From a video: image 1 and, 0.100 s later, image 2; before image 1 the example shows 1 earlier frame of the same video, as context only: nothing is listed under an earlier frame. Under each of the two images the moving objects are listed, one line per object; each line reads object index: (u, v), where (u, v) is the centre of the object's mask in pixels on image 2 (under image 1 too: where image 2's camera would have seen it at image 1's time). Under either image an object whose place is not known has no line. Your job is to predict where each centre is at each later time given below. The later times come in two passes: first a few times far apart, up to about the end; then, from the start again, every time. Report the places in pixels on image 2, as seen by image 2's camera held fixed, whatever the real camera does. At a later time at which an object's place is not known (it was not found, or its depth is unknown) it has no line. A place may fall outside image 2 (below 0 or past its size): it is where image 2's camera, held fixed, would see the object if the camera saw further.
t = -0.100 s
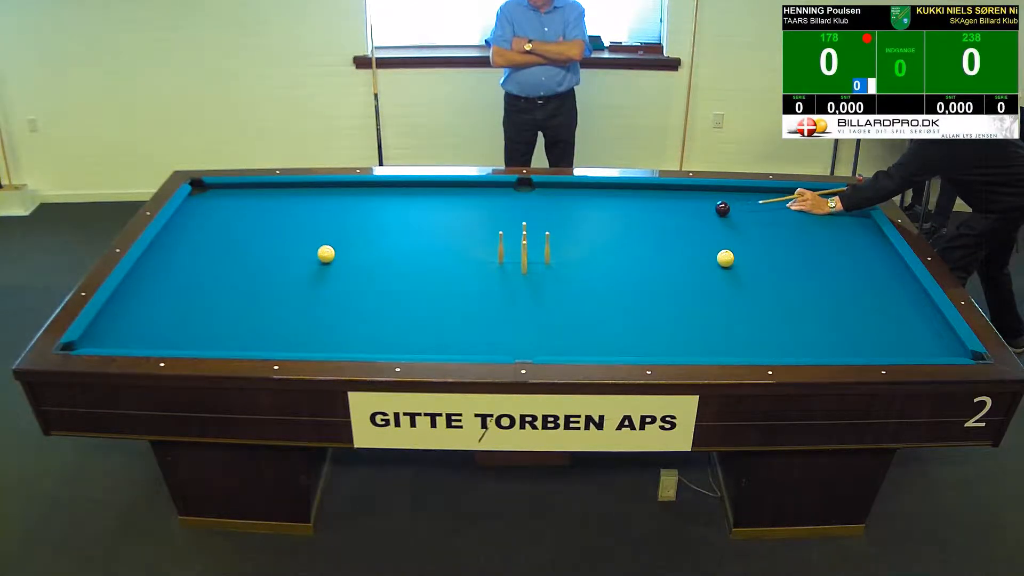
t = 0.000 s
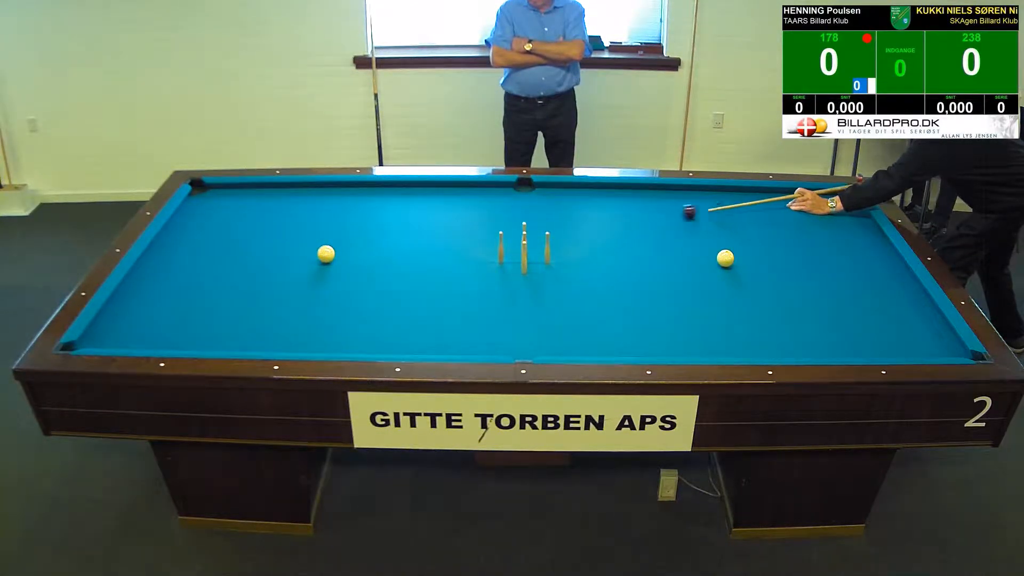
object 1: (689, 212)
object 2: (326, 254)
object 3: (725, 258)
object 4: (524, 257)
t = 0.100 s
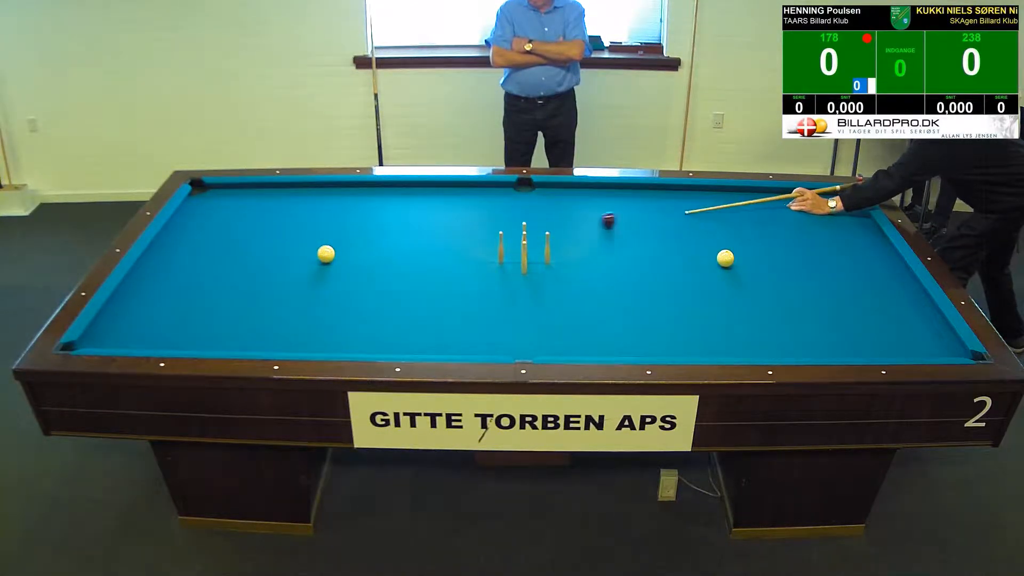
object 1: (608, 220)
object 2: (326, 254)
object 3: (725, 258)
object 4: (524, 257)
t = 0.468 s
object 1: (338, 248)
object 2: (314, 257)
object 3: (725, 258)
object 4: (524, 257)
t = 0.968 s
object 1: (223, 226)
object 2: (108, 329)
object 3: (725, 258)
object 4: (524, 257)
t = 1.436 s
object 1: (222, 209)
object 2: (210, 331)
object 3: (725, 258)
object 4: (524, 257)
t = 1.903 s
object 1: (302, 191)
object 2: (319, 307)
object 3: (725, 258)
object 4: (524, 258)
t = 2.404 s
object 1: (366, 190)
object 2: (428, 285)
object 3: (725, 258)
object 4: (524, 258)
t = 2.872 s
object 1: (419, 200)
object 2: (519, 266)
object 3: (725, 258)
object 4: (531, 257)
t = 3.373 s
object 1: (475, 210)
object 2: (599, 249)
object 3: (725, 258)
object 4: (634, 260)
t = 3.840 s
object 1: (528, 220)
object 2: (665, 237)
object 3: (725, 258)
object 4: (679, 277)
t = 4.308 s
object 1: (580, 231)
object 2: (723, 225)
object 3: (725, 258)
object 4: (684, 298)
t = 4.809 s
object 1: (634, 242)
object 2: (778, 215)
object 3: (725, 258)
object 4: (659, 313)
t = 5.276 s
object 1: (683, 252)
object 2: (824, 206)
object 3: (725, 258)
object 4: (628, 315)
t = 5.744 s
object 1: (713, 260)
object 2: (845, 198)
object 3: (741, 260)
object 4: (606, 313)
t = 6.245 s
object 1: (723, 265)
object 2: (816, 194)
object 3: (771, 263)
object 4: (592, 309)
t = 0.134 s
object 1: (581, 223)
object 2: (326, 254)
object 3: (725, 258)
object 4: (524, 257)
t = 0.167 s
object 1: (553, 226)
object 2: (326, 254)
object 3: (725, 258)
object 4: (524, 257)
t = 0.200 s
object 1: (528, 228)
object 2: (326, 254)
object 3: (725, 258)
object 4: (524, 257)
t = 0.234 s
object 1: (500, 231)
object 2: (326, 254)
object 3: (725, 258)
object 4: (524, 257)
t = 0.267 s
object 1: (474, 234)
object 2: (326, 254)
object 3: (725, 258)
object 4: (524, 257)
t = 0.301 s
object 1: (449, 238)
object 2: (326, 254)
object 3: (725, 258)
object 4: (524, 257)
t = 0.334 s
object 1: (424, 240)
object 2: (326, 254)
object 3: (725, 258)
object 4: (524, 257)
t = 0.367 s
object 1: (398, 243)
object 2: (326, 254)
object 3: (725, 258)
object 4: (524, 257)
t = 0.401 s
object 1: (374, 246)
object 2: (326, 254)
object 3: (725, 258)
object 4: (524, 257)
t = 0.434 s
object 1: (351, 249)
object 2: (326, 254)
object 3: (725, 258)
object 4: (524, 257)
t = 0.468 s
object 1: (338, 248)
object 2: (314, 257)
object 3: (725, 258)
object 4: (524, 257)
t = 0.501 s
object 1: (333, 246)
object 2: (296, 263)
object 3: (725, 258)
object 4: (524, 257)
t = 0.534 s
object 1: (327, 244)
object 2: (277, 268)
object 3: (725, 258)
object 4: (524, 257)
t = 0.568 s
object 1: (321, 242)
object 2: (258, 274)
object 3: (725, 258)
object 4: (524, 257)
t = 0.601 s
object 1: (314, 240)
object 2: (241, 279)
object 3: (725, 258)
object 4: (524, 257)
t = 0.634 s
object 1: (307, 238)
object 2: (223, 284)
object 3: (725, 258)
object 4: (524, 257)
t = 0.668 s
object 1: (299, 237)
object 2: (206, 290)
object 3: (725, 258)
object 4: (524, 257)
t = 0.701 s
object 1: (290, 235)
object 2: (190, 294)
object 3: (725, 258)
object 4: (524, 257)
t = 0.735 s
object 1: (282, 234)
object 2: (173, 299)
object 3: (725, 258)
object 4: (524, 257)
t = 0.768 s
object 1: (273, 233)
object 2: (158, 304)
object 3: (725, 258)
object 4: (524, 257)
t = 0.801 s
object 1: (265, 232)
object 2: (142, 309)
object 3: (725, 258)
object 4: (524, 257)
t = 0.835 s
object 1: (256, 231)
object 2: (128, 313)
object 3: (725, 258)
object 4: (524, 257)
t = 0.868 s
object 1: (248, 230)
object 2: (113, 318)
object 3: (725, 258)
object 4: (524, 257)
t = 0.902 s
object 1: (240, 229)
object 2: (98, 322)
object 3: (725, 258)
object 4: (524, 258)
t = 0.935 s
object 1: (231, 227)
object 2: (101, 326)
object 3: (725, 258)
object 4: (524, 257)
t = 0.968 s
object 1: (223, 226)
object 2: (108, 329)
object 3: (725, 258)
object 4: (524, 257)
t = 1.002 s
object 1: (215, 225)
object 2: (115, 332)
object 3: (725, 258)
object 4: (524, 257)
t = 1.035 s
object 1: (207, 224)
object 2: (121, 335)
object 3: (725, 258)
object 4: (524, 257)
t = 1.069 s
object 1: (199, 223)
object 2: (127, 338)
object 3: (725, 258)
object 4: (524, 257)
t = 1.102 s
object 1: (192, 222)
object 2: (132, 341)
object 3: (725, 258)
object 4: (524, 257)
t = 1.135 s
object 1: (184, 221)
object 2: (137, 343)
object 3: (725, 258)
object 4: (524, 257)
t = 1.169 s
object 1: (177, 221)
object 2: (144, 344)
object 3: (725, 258)
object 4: (524, 258)
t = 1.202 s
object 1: (177, 219)
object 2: (153, 342)
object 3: (725, 258)
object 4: (524, 257)
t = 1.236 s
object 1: (185, 218)
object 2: (161, 341)
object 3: (725, 258)
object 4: (524, 257)
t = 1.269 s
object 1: (192, 216)
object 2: (169, 339)
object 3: (725, 258)
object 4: (524, 257)
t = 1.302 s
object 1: (199, 215)
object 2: (177, 338)
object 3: (725, 258)
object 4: (524, 257)
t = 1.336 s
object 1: (205, 213)
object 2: (185, 336)
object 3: (725, 258)
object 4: (524, 257)
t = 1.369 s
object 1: (211, 212)
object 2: (193, 335)
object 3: (725, 258)
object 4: (524, 257)
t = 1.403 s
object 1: (217, 210)
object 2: (202, 333)
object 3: (725, 258)
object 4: (524, 257)
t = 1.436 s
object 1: (222, 209)
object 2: (210, 331)
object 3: (725, 258)
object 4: (524, 257)
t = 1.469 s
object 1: (228, 208)
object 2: (217, 330)
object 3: (725, 258)
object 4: (524, 257)
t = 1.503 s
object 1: (234, 207)
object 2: (226, 328)
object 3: (725, 258)
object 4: (524, 257)
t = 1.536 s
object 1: (240, 205)
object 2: (234, 326)
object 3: (725, 258)
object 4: (524, 257)
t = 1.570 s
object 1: (246, 204)
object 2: (241, 324)
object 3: (725, 258)
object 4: (524, 257)
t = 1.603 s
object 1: (252, 203)
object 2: (250, 322)
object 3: (725, 258)
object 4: (524, 257)
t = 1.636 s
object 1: (257, 201)
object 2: (257, 321)
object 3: (725, 258)
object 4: (524, 257)
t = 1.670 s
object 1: (263, 200)
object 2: (265, 319)
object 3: (725, 258)
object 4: (524, 257)
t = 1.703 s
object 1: (268, 199)
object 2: (273, 317)
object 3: (725, 258)
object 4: (524, 257)
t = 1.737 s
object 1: (274, 197)
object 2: (281, 316)
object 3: (725, 258)
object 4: (524, 257)
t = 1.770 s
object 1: (280, 196)
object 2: (289, 314)
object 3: (725, 258)
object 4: (524, 257)
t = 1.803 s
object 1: (285, 195)
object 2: (296, 312)
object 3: (725, 258)
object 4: (524, 257)
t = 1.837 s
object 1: (291, 194)
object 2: (304, 311)
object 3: (725, 258)
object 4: (524, 257)
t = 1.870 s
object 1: (296, 193)
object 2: (312, 309)
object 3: (725, 258)
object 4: (524, 257)
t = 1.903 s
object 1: (302, 191)
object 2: (319, 307)
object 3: (725, 258)
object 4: (524, 258)
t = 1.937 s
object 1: (307, 190)
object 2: (327, 306)
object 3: (725, 258)
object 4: (524, 257)
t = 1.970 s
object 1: (312, 189)
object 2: (334, 304)
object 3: (725, 258)
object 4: (524, 258)
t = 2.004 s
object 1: (318, 188)
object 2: (342, 303)
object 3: (725, 258)
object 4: (524, 258)
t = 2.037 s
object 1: (323, 187)
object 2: (349, 301)
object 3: (725, 258)
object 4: (524, 258)
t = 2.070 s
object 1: (328, 186)
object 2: (356, 299)
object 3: (725, 258)
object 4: (524, 258)
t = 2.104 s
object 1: (333, 185)
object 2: (364, 298)
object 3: (725, 258)
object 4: (524, 258)
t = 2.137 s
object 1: (336, 186)
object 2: (371, 296)
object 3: (725, 258)
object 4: (524, 258)
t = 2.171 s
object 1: (340, 187)
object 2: (378, 295)
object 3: (725, 258)
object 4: (524, 258)
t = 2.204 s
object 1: (344, 187)
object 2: (386, 293)
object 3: (725, 258)
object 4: (524, 258)
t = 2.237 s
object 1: (348, 188)
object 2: (393, 292)
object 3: (725, 258)
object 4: (524, 258)
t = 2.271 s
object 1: (351, 188)
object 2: (400, 290)
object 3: (725, 258)
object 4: (524, 258)
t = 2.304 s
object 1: (355, 189)
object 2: (407, 289)
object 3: (725, 258)
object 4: (524, 258)
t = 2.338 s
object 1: (359, 189)
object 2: (414, 287)
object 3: (725, 258)
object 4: (524, 258)
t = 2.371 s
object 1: (363, 190)
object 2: (421, 286)
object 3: (725, 258)
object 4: (524, 258)
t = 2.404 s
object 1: (366, 190)
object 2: (428, 285)
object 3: (725, 258)
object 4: (524, 258)
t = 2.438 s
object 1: (370, 191)
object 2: (435, 283)
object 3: (725, 258)
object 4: (524, 258)
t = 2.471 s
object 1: (373, 192)
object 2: (442, 282)
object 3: (725, 258)
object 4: (524, 258)
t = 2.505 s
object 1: (377, 193)
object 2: (449, 280)
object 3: (725, 258)
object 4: (524, 257)
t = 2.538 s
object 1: (381, 193)
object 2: (455, 279)
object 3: (725, 258)
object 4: (524, 257)
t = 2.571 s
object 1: (385, 194)
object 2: (462, 277)
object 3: (725, 258)
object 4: (524, 257)
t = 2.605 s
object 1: (388, 194)
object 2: (469, 276)
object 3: (725, 258)
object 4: (524, 257)
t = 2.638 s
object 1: (392, 195)
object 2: (475, 275)
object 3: (725, 258)
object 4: (524, 257)
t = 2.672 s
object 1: (396, 196)
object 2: (482, 273)
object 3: (725, 258)
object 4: (524, 257)
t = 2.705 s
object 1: (400, 197)
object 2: (488, 272)
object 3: (725, 258)
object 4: (524, 257)
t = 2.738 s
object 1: (404, 197)
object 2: (495, 270)
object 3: (725, 258)
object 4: (524, 258)
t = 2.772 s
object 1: (407, 198)
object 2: (501, 269)
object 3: (725, 258)
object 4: (524, 257)
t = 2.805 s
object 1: (411, 199)
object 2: (507, 268)
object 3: (725, 258)
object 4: (524, 258)
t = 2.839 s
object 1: (415, 199)
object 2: (514, 267)
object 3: (725, 258)
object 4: (524, 257)
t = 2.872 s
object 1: (419, 200)
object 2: (519, 266)
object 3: (725, 258)
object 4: (531, 257)
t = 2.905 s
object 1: (422, 201)
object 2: (525, 264)
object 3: (725, 258)
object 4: (539, 260)
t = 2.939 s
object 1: (426, 201)
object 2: (531, 263)
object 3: (725, 258)
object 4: (549, 258)
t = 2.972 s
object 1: (430, 202)
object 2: (536, 262)
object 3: (725, 258)
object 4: (559, 257)
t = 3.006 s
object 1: (434, 202)
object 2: (542, 261)
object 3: (725, 258)
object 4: (568, 259)
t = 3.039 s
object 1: (437, 203)
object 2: (548, 260)
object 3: (725, 258)
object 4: (578, 262)
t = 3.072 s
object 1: (441, 204)
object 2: (553, 258)
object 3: (725, 258)
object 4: (585, 261)
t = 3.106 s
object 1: (445, 205)
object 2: (558, 257)
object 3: (725, 258)
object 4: (592, 258)
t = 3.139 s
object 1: (449, 205)
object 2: (564, 256)
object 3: (725, 258)
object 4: (599, 257)
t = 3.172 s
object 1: (453, 206)
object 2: (569, 255)
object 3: (725, 258)
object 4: (605, 259)
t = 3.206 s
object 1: (456, 207)
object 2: (574, 254)
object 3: (725, 258)
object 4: (611, 260)
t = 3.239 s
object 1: (460, 207)
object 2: (579, 253)
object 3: (725, 258)
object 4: (616, 258)
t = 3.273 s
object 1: (464, 208)
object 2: (584, 252)
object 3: (725, 258)
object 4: (620, 258)
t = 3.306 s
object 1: (468, 209)
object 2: (589, 251)
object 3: (725, 258)
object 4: (625, 260)
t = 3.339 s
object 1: (471, 209)
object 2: (594, 250)
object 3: (725, 258)
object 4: (629, 259)
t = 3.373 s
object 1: (475, 210)
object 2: (599, 249)
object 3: (725, 258)
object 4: (634, 260)
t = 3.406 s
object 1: (479, 211)
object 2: (604, 248)
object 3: (725, 258)
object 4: (638, 261)
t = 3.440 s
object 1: (483, 212)
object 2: (609, 247)
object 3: (725, 258)
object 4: (642, 261)
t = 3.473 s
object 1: (486, 213)
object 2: (614, 247)
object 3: (725, 258)
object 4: (646, 263)
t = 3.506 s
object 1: (490, 213)
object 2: (619, 245)
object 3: (725, 258)
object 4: (650, 263)
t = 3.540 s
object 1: (494, 214)
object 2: (624, 244)
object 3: (725, 258)
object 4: (653, 264)
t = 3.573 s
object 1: (498, 215)
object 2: (628, 243)
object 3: (725, 258)
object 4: (657, 265)
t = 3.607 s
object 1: (501, 215)
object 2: (633, 243)
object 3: (725, 258)
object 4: (660, 267)
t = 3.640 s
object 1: (505, 216)
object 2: (638, 242)
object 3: (725, 258)
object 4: (664, 268)
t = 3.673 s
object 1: (509, 217)
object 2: (642, 241)
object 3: (725, 258)
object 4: (667, 269)
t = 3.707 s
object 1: (513, 218)
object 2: (647, 240)
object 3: (725, 258)
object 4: (670, 271)
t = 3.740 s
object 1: (516, 218)
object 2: (652, 239)
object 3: (725, 258)
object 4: (672, 272)
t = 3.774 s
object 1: (520, 218)
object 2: (656, 238)
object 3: (725, 258)
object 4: (675, 274)
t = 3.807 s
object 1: (524, 219)
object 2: (660, 238)
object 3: (725, 258)
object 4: (677, 275)
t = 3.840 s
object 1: (528, 220)
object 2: (665, 237)
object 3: (725, 258)
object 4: (679, 277)
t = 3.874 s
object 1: (532, 221)
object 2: (669, 236)
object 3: (725, 258)
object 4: (681, 278)
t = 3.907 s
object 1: (535, 222)
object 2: (673, 235)
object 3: (725, 258)
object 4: (682, 280)
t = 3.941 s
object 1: (539, 223)
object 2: (678, 234)
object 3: (725, 258)
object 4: (683, 282)
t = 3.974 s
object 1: (543, 223)
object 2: (682, 233)
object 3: (725, 258)
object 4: (685, 283)
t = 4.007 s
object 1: (547, 224)
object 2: (686, 232)
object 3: (725, 258)
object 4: (686, 285)
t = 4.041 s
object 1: (550, 225)
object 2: (691, 232)
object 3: (725, 258)
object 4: (686, 286)
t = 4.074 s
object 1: (554, 226)
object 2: (695, 231)
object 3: (725, 258)
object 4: (687, 288)
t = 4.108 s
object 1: (557, 227)
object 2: (699, 230)
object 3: (725, 258)
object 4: (687, 290)
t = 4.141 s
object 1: (561, 227)
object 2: (703, 229)
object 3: (725, 258)
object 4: (687, 291)
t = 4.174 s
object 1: (565, 228)
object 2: (707, 228)
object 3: (725, 258)
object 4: (687, 293)
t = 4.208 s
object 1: (569, 229)
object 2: (711, 228)
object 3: (725, 258)
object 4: (686, 294)
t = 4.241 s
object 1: (573, 229)
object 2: (715, 227)
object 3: (725, 258)
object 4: (686, 296)
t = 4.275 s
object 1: (576, 230)
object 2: (719, 226)
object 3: (725, 258)
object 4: (685, 297)
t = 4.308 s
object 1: (580, 231)
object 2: (723, 225)
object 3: (725, 258)
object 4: (684, 298)
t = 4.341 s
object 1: (583, 231)
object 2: (727, 224)
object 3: (725, 258)
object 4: (684, 300)
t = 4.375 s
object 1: (587, 232)
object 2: (731, 224)
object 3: (725, 258)
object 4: (682, 301)
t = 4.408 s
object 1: (591, 233)
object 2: (735, 223)
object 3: (725, 258)
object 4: (681, 302)
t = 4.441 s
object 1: (594, 234)
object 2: (739, 222)
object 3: (725, 258)
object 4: (680, 304)
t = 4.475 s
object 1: (598, 234)
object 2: (742, 221)
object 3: (725, 258)
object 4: (678, 305)
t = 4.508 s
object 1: (602, 235)
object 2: (746, 221)
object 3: (725, 258)
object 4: (677, 306)
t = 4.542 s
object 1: (606, 236)
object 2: (750, 220)
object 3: (725, 258)
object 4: (675, 307)
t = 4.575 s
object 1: (609, 237)
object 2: (754, 219)
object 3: (725, 258)
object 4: (673, 308)
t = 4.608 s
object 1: (613, 238)
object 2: (757, 219)
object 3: (725, 258)
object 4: (671, 309)
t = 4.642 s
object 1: (616, 238)
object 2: (761, 218)
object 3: (725, 258)
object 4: (669, 310)
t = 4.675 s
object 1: (620, 239)
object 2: (764, 217)
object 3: (725, 258)
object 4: (667, 310)
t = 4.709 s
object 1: (623, 239)
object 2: (768, 217)
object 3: (725, 258)
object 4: (665, 311)
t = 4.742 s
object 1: (627, 240)
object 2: (772, 216)
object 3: (725, 258)
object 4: (663, 312)
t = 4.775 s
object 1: (631, 241)
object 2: (775, 215)
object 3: (725, 258)
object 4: (661, 312)
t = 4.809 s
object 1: (634, 242)
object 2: (778, 215)
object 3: (725, 258)
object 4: (659, 313)
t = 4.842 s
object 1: (637, 242)
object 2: (782, 214)
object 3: (725, 258)
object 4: (656, 313)
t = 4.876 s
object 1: (641, 243)
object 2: (785, 213)
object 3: (725, 258)
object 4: (654, 314)
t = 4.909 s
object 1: (645, 244)
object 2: (789, 213)
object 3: (725, 258)
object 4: (652, 314)
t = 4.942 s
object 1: (648, 244)
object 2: (792, 212)
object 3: (725, 258)
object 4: (650, 314)
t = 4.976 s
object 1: (652, 245)
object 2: (795, 212)
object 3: (725, 258)
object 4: (647, 315)
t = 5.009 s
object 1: (655, 246)
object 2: (799, 211)
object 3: (725, 258)
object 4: (645, 315)
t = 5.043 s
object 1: (659, 247)
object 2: (802, 210)
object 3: (725, 258)
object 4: (643, 315)
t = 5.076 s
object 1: (662, 247)
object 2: (805, 210)
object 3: (725, 258)
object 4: (641, 315)
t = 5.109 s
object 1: (666, 248)
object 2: (808, 209)
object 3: (725, 258)
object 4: (639, 315)
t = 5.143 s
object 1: (669, 249)
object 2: (811, 208)
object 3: (725, 258)
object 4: (636, 315)
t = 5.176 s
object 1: (673, 249)
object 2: (814, 208)
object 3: (725, 258)
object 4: (634, 316)
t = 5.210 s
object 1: (676, 250)
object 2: (818, 207)
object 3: (725, 258)
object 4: (632, 315)
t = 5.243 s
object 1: (680, 251)
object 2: (821, 207)
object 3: (725, 258)
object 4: (630, 316)
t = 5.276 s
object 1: (683, 252)
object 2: (824, 206)
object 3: (725, 258)
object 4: (628, 315)
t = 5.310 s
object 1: (687, 252)
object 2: (827, 206)
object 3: (725, 258)
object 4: (626, 315)
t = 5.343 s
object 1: (690, 253)
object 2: (830, 205)
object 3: (725, 258)
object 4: (624, 315)
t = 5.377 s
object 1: (694, 254)
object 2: (833, 205)
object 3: (725, 258)
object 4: (623, 315)
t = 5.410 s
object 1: (697, 255)
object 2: (836, 204)
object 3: (725, 258)
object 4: (621, 315)
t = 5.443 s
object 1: (700, 255)
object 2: (839, 204)
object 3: (725, 258)
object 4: (619, 315)
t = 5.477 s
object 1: (704, 256)
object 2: (841, 203)
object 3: (725, 258)
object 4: (617, 314)
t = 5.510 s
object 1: (707, 256)
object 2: (844, 202)
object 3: (725, 258)
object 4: (616, 314)
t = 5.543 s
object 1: (708, 257)
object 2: (847, 202)
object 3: (727, 258)
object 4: (614, 314)
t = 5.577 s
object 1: (709, 258)
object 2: (850, 201)
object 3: (730, 259)
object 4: (613, 314)
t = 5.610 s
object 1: (710, 258)
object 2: (853, 201)
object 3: (732, 259)
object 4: (611, 314)
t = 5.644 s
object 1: (711, 259)
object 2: (853, 200)
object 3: (734, 259)
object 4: (610, 313)
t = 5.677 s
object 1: (711, 259)
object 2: (851, 199)
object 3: (736, 259)
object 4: (608, 313)
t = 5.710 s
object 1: (712, 259)
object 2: (848, 199)
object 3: (739, 260)
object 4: (607, 313)
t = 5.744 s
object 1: (713, 260)
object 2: (845, 198)
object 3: (741, 260)
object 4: (606, 313)
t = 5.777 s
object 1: (714, 260)
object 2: (843, 198)
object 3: (743, 260)
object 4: (605, 312)
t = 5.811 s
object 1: (714, 260)
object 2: (840, 196)
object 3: (745, 260)
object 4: (603, 312)
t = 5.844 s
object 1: (715, 261)
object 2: (838, 196)
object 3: (747, 261)
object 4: (602, 312)
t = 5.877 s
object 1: (716, 261)
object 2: (836, 195)
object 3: (749, 261)
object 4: (601, 311)
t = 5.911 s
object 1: (716, 261)
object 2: (833, 194)
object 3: (751, 261)
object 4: (600, 311)
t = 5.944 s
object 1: (717, 262)
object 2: (831, 194)
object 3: (753, 261)
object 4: (599, 311)
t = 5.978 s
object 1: (718, 262)
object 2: (828, 193)
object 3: (755, 261)
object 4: (598, 311)
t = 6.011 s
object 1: (719, 262)
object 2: (826, 192)
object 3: (758, 262)
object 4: (597, 310)
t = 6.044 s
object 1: (719, 263)
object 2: (824, 192)
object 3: (759, 262)
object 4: (596, 310)
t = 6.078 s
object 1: (720, 263)
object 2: (823, 192)
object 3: (762, 262)
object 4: (596, 310)
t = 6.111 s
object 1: (720, 263)
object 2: (821, 193)
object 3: (763, 262)
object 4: (595, 309)
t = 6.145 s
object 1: (721, 264)
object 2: (820, 193)
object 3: (766, 262)
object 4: (594, 309)
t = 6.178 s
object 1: (722, 264)
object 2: (818, 193)
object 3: (768, 263)
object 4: (594, 309)
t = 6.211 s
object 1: (722, 264)
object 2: (817, 194)
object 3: (769, 263)
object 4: (593, 309)
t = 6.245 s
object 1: (723, 265)
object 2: (816, 194)
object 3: (771, 263)
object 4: (592, 309)
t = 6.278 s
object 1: (724, 265)
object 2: (814, 194)
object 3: (773, 263)
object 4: (592, 308)
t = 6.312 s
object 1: (724, 265)
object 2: (813, 195)
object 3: (775, 263)
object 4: (591, 308)
